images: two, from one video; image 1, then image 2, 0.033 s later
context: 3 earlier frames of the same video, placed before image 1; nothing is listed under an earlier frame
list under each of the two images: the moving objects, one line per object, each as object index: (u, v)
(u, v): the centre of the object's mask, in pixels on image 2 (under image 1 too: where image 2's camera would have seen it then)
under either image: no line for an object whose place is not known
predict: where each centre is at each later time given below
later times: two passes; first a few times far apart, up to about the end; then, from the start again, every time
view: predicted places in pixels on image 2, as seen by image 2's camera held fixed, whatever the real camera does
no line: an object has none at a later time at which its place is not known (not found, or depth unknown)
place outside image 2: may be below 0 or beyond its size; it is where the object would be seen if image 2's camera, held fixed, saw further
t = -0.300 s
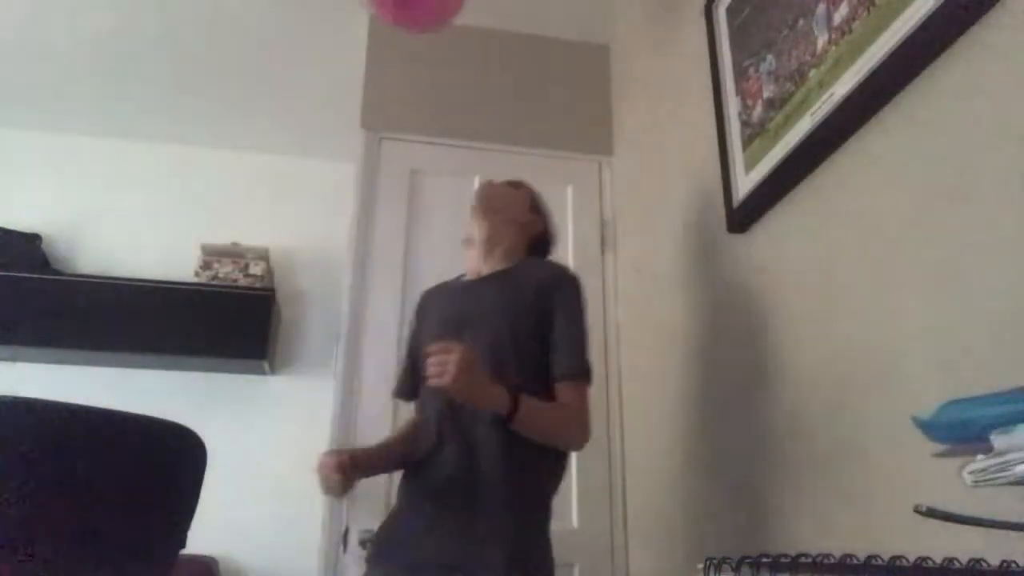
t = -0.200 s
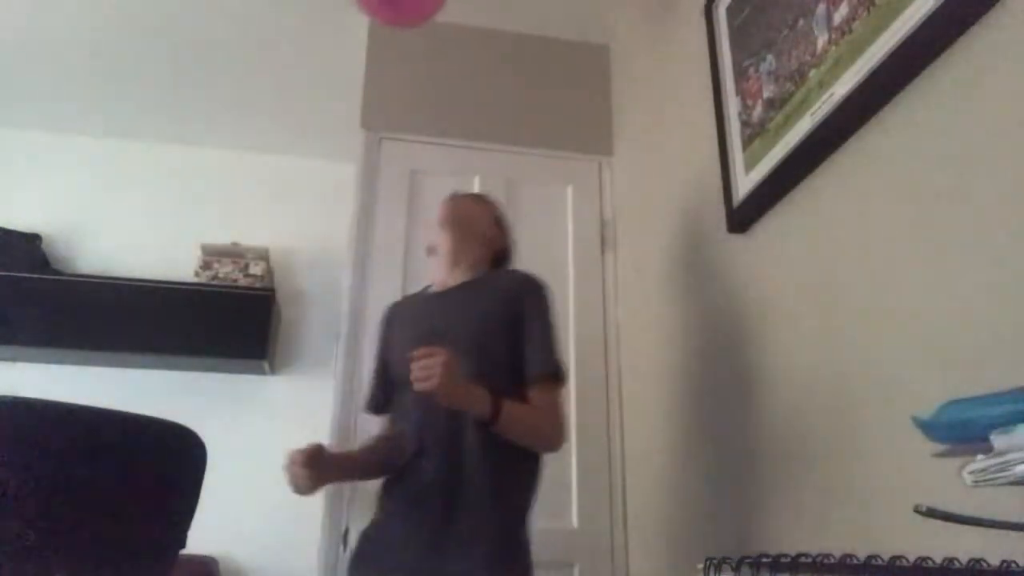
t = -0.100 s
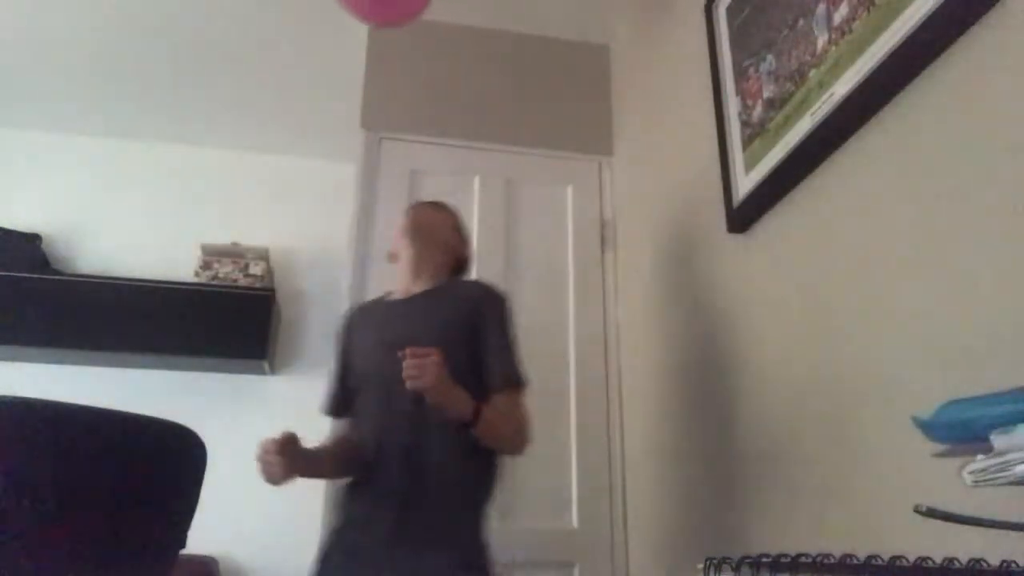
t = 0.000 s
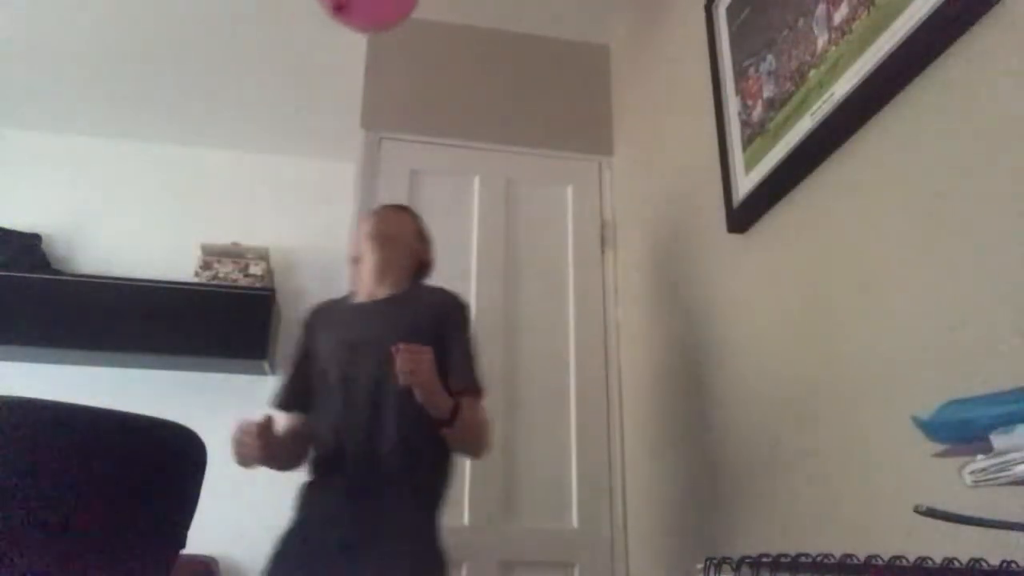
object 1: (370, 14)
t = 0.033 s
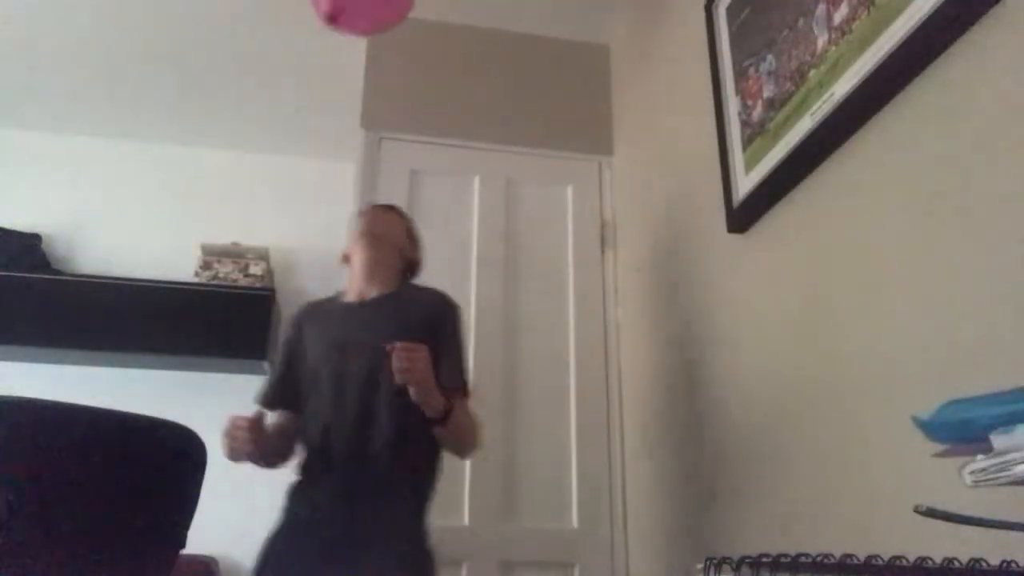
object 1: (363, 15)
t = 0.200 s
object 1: (337, 29)
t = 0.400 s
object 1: (313, 51)
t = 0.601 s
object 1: (289, 99)
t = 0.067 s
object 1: (356, 17)
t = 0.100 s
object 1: (350, 20)
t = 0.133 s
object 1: (345, 23)
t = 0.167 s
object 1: (340, 26)
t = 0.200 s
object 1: (337, 29)
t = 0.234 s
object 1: (332, 32)
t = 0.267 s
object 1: (328, 35)
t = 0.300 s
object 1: (325, 39)
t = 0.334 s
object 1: (321, 42)
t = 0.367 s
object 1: (317, 46)
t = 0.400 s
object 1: (313, 51)
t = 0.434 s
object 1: (308, 55)
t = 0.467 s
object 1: (304, 61)
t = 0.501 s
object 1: (300, 70)
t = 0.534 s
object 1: (297, 79)
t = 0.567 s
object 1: (293, 89)
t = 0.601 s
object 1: (289, 99)
